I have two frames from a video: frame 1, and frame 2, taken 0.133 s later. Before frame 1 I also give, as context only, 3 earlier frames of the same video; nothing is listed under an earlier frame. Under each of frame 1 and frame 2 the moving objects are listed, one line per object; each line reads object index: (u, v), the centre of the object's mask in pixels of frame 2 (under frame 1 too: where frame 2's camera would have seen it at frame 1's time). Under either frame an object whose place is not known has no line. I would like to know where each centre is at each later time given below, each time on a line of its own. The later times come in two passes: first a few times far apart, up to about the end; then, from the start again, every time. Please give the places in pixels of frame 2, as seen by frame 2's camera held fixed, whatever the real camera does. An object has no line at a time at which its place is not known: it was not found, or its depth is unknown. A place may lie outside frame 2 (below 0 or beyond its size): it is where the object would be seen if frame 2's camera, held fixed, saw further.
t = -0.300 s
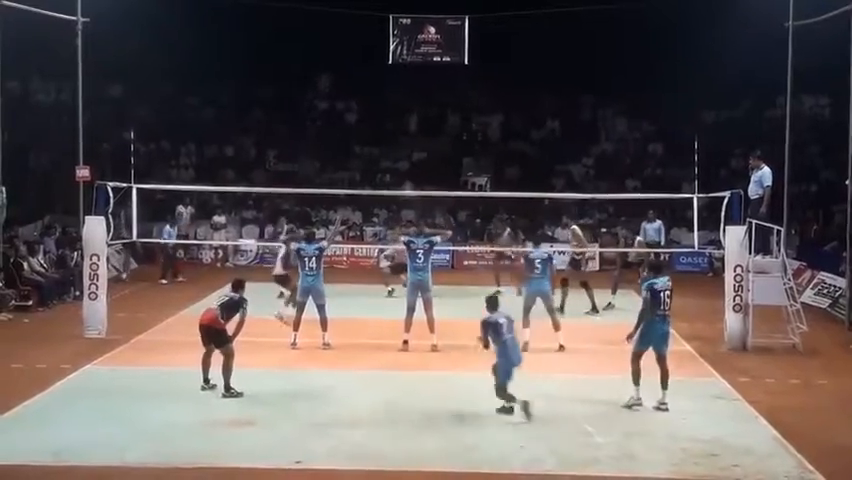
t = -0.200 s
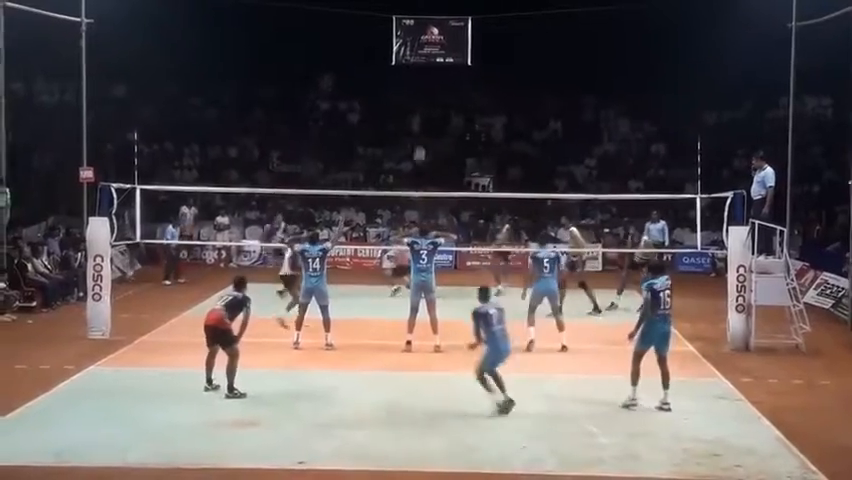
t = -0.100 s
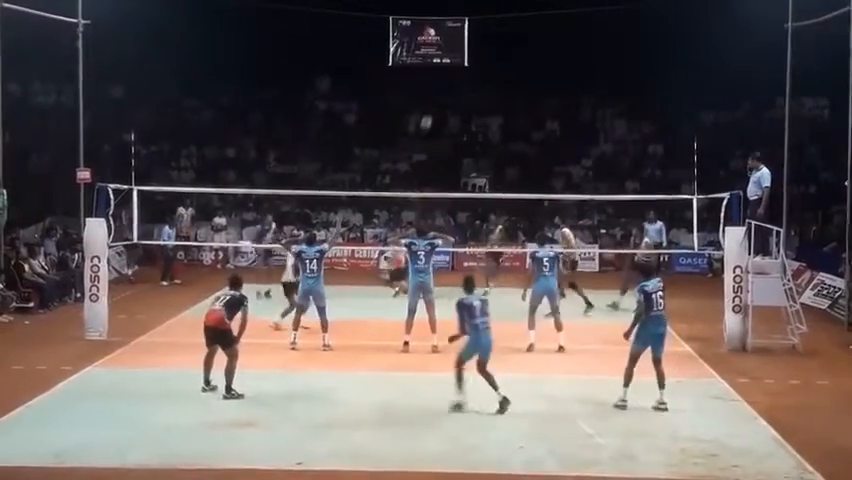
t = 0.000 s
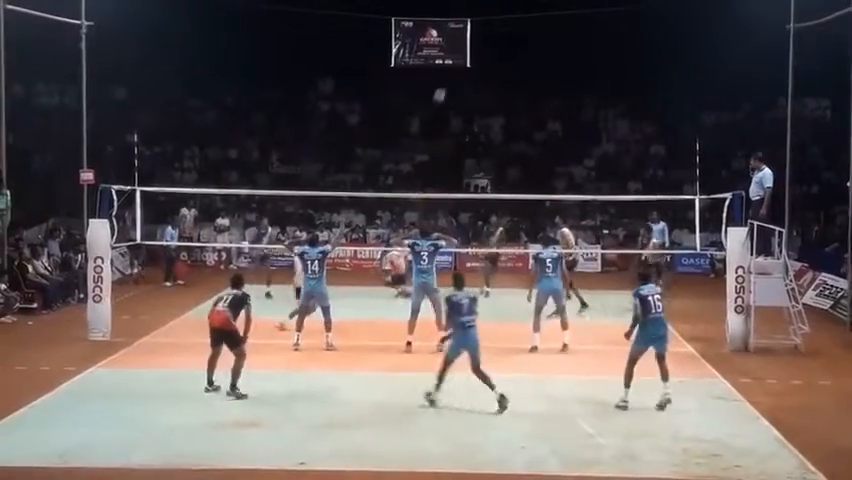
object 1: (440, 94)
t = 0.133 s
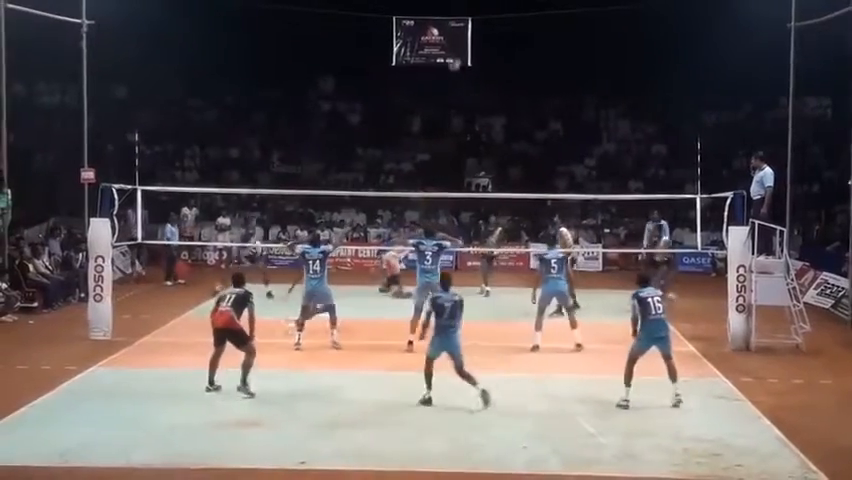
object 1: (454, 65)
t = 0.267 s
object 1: (469, 43)
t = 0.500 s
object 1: (494, 26)
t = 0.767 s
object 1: (523, 41)
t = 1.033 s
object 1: (551, 92)
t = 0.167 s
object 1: (458, 58)
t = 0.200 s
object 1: (462, 53)
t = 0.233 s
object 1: (464, 48)
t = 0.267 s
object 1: (469, 43)
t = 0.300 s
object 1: (474, 39)
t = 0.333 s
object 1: (477, 35)
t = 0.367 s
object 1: (479, 33)
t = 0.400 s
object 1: (483, 30)
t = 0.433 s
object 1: (487, 29)
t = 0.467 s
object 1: (490, 27)
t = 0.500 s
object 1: (494, 26)
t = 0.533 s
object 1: (497, 26)
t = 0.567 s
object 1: (501, 27)
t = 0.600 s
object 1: (505, 28)
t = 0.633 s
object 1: (508, 29)
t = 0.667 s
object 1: (512, 31)
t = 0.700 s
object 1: (515, 34)
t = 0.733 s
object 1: (519, 37)
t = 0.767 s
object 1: (523, 41)
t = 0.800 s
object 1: (527, 45)
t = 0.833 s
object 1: (530, 50)
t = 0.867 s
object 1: (533, 55)
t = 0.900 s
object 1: (537, 62)
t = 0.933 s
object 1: (541, 69)
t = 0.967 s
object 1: (544, 76)
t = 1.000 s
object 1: (548, 83)
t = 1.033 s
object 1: (551, 92)
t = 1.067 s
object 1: (554, 101)
